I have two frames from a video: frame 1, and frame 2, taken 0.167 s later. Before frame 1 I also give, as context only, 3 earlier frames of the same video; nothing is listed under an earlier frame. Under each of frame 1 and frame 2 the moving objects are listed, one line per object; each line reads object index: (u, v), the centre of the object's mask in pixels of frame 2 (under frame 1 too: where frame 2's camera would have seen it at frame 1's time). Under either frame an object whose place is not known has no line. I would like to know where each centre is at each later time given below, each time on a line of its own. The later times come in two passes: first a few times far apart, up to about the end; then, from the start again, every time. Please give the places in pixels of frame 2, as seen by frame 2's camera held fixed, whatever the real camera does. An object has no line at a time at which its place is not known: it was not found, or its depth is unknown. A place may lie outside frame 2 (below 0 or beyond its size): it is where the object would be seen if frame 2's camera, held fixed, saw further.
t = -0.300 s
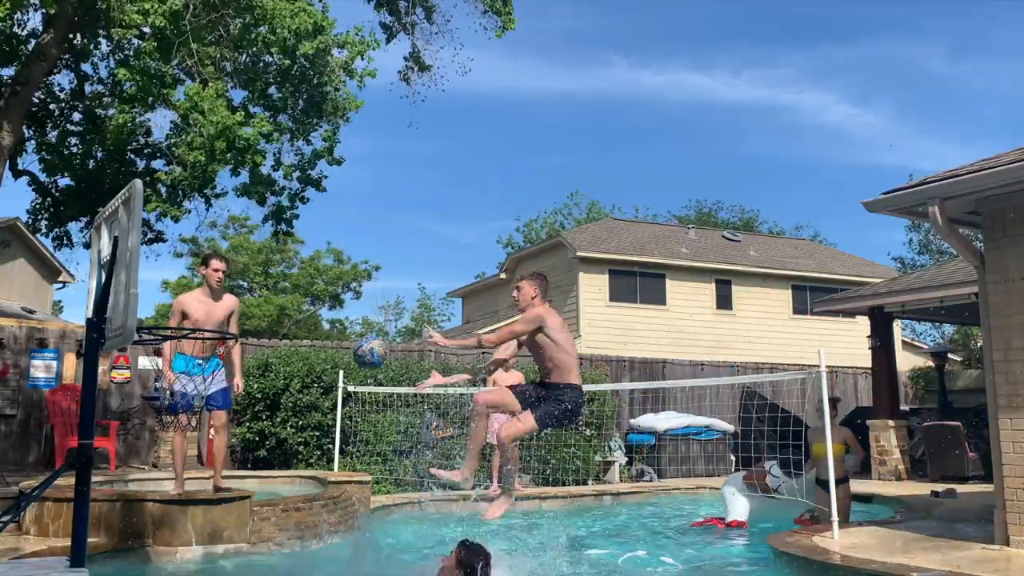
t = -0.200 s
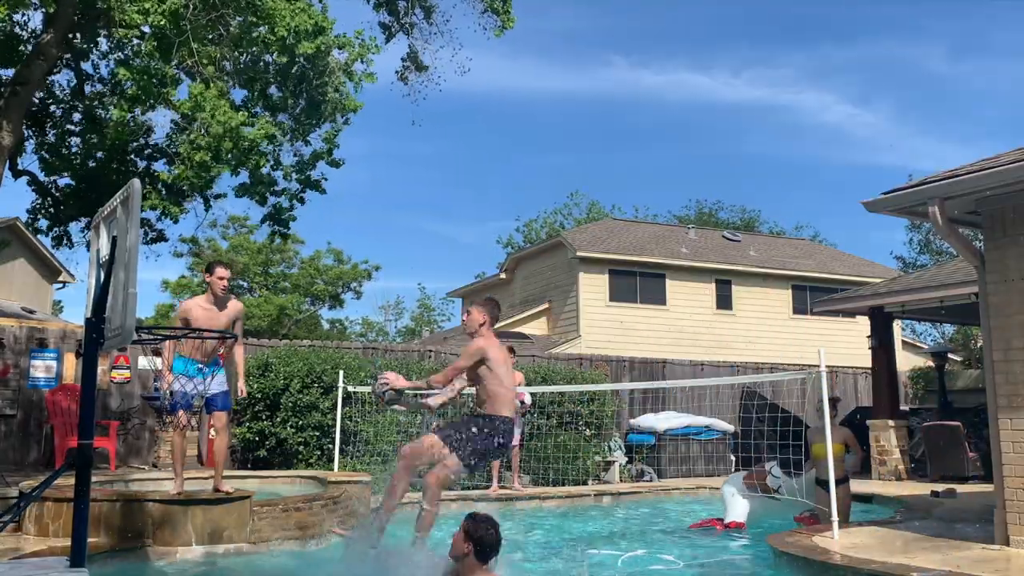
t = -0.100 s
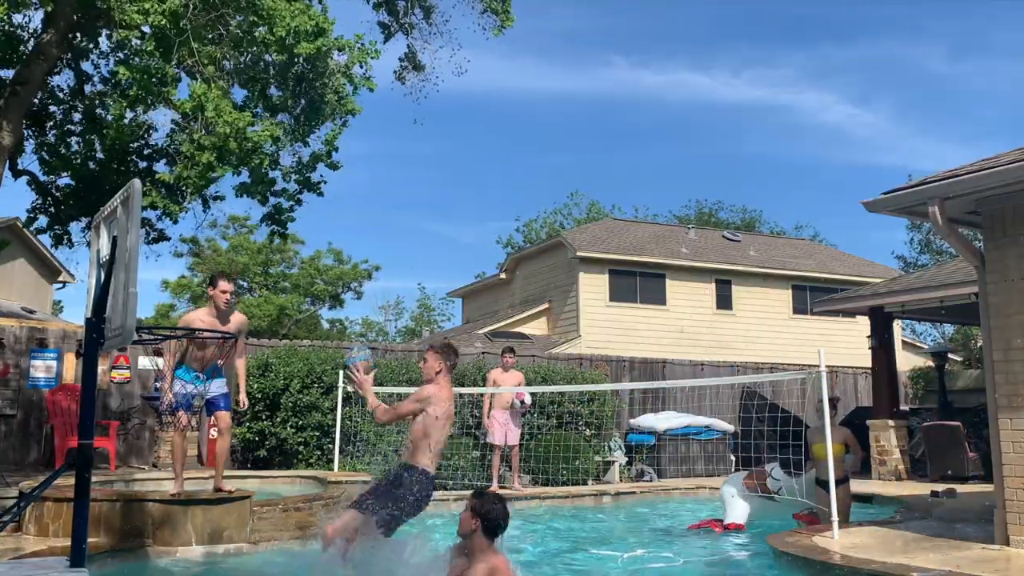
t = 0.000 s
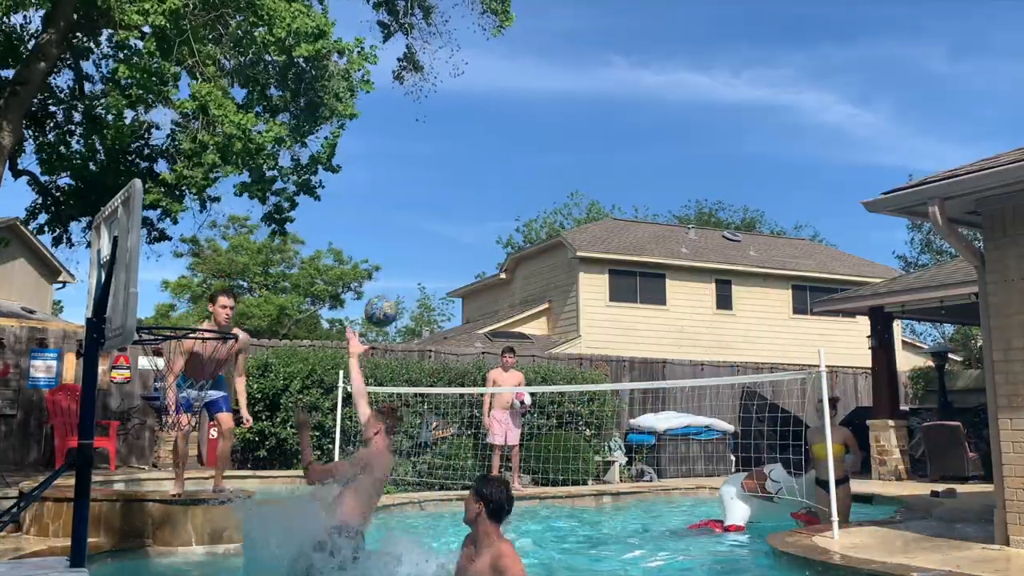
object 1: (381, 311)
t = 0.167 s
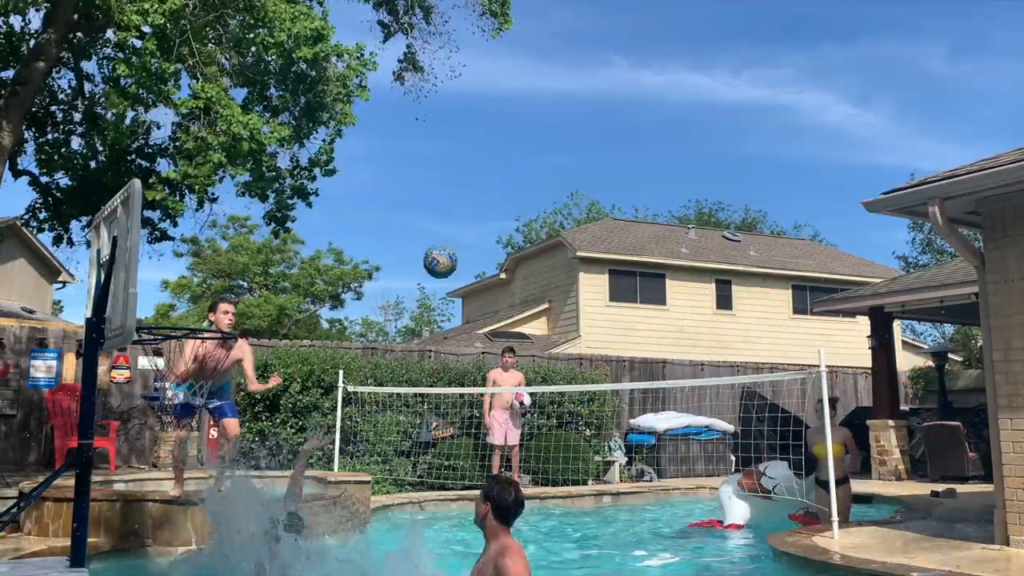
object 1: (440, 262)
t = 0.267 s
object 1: (477, 252)
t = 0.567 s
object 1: (595, 318)
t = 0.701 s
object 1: (652, 403)
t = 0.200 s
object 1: (452, 257)
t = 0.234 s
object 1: (464, 254)
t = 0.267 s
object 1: (477, 252)
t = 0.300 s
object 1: (490, 252)
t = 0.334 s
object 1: (502, 253)
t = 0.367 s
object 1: (515, 257)
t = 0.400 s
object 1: (527, 262)
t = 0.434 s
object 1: (541, 270)
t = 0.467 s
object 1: (555, 279)
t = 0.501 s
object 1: (567, 290)
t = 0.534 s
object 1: (581, 303)
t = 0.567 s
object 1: (595, 318)
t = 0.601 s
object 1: (609, 336)
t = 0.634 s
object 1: (622, 355)
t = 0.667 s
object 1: (639, 377)
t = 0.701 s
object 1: (652, 403)
